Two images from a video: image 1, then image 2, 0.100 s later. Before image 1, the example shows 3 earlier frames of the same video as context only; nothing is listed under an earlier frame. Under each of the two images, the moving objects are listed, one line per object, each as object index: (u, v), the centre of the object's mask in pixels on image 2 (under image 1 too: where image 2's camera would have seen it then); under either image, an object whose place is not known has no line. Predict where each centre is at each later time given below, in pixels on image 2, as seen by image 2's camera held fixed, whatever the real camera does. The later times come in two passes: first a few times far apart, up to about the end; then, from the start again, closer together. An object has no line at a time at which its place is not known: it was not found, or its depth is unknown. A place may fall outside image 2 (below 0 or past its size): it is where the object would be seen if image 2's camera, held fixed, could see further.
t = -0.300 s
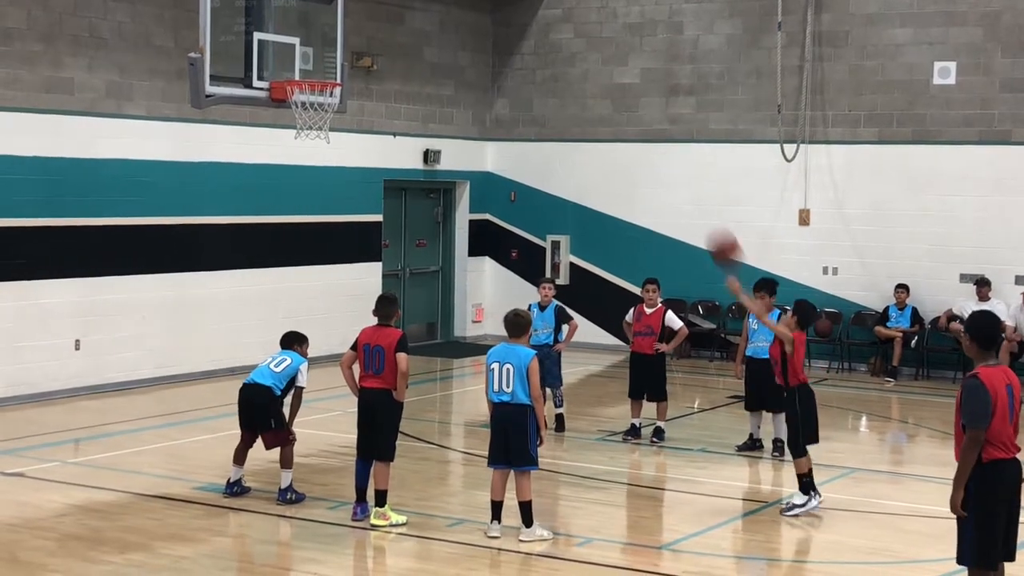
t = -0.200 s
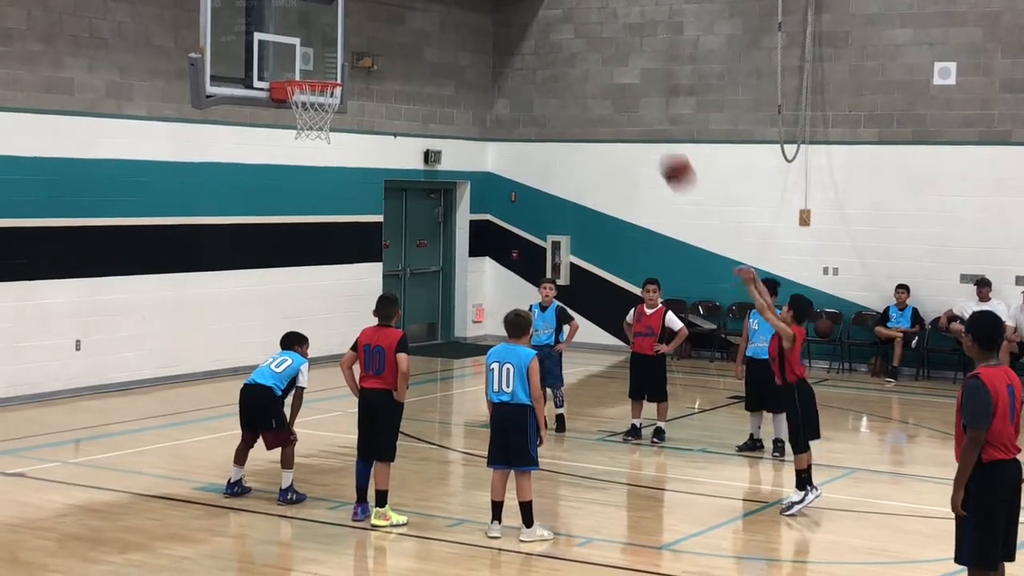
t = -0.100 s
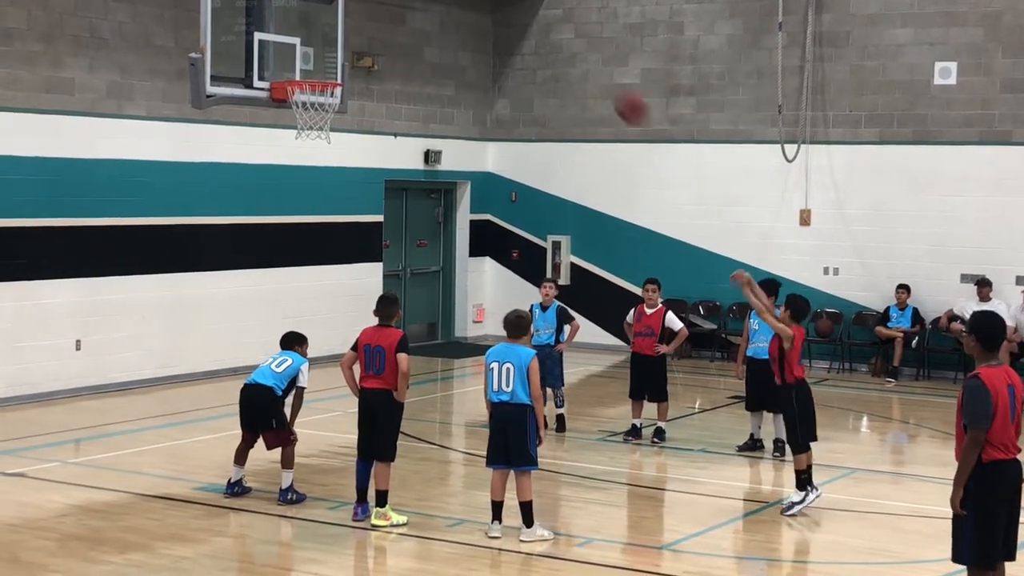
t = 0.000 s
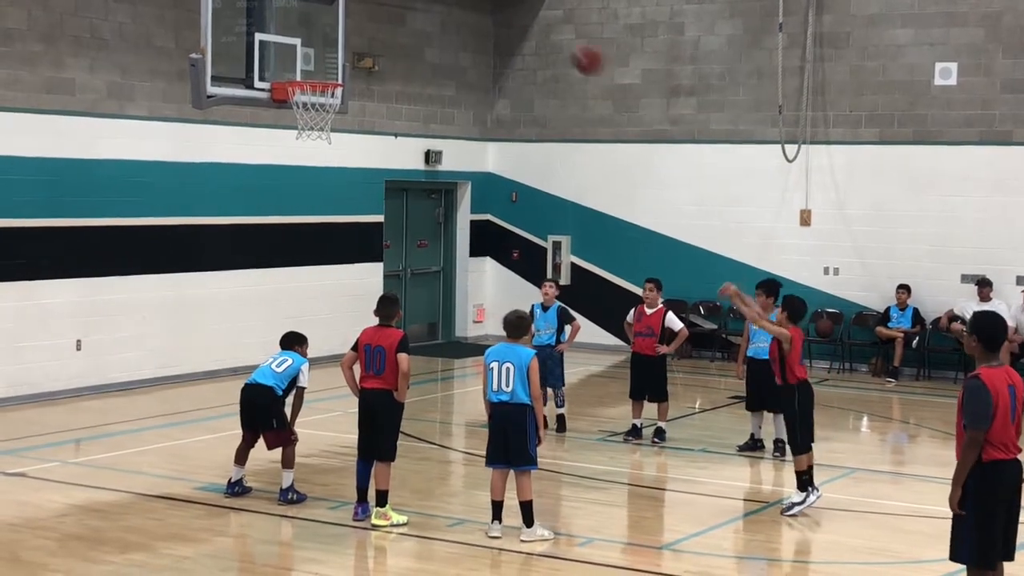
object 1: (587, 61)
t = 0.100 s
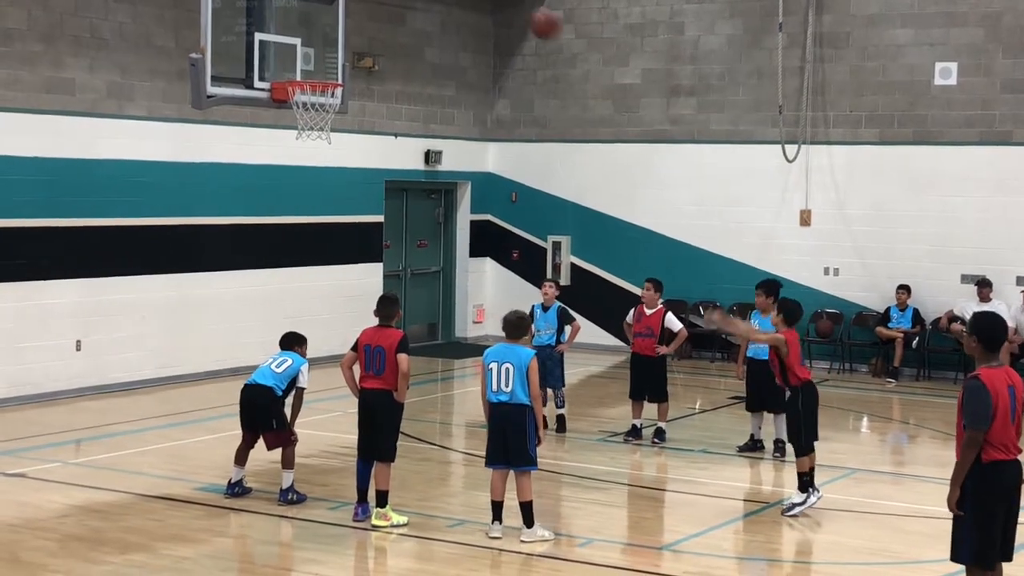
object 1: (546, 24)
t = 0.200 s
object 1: (504, 7)
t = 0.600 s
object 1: (350, 42)
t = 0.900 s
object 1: (301, 123)
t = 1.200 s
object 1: (308, 210)
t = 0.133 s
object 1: (531, 14)
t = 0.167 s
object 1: (515, 10)
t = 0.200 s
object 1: (504, 7)
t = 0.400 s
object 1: (424, 5)
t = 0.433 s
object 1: (411, 7)
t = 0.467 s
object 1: (398, 11)
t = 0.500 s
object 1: (386, 15)
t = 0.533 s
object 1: (374, 24)
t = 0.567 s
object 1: (363, 34)
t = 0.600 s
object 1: (350, 42)
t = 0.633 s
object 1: (338, 57)
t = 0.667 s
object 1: (327, 68)
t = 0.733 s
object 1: (308, 96)
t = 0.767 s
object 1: (302, 103)
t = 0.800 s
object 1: (300, 113)
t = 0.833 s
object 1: (300, 115)
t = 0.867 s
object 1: (300, 120)
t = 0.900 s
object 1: (301, 123)
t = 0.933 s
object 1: (302, 126)
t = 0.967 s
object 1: (303, 131)
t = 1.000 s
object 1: (304, 139)
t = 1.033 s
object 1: (304, 148)
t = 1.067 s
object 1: (305, 158)
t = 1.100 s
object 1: (306, 169)
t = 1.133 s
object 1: (306, 182)
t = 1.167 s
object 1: (307, 196)
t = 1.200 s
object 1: (308, 210)
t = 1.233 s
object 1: (309, 228)
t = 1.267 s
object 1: (309, 246)
